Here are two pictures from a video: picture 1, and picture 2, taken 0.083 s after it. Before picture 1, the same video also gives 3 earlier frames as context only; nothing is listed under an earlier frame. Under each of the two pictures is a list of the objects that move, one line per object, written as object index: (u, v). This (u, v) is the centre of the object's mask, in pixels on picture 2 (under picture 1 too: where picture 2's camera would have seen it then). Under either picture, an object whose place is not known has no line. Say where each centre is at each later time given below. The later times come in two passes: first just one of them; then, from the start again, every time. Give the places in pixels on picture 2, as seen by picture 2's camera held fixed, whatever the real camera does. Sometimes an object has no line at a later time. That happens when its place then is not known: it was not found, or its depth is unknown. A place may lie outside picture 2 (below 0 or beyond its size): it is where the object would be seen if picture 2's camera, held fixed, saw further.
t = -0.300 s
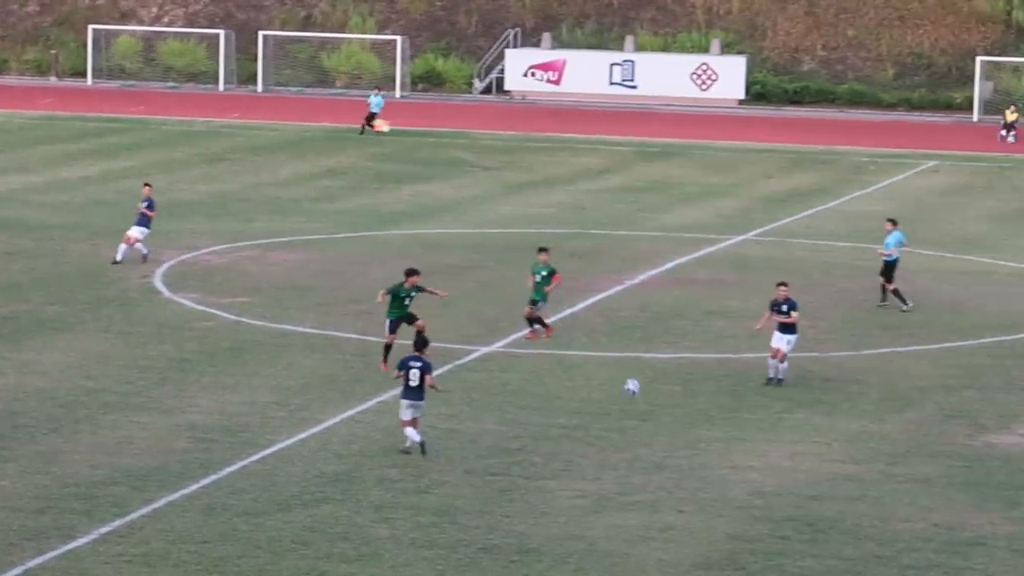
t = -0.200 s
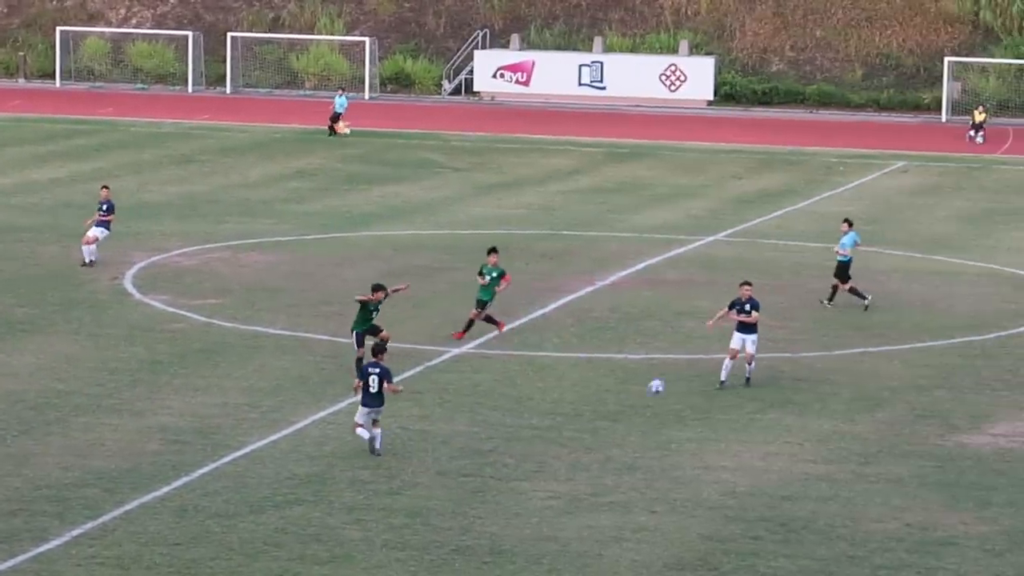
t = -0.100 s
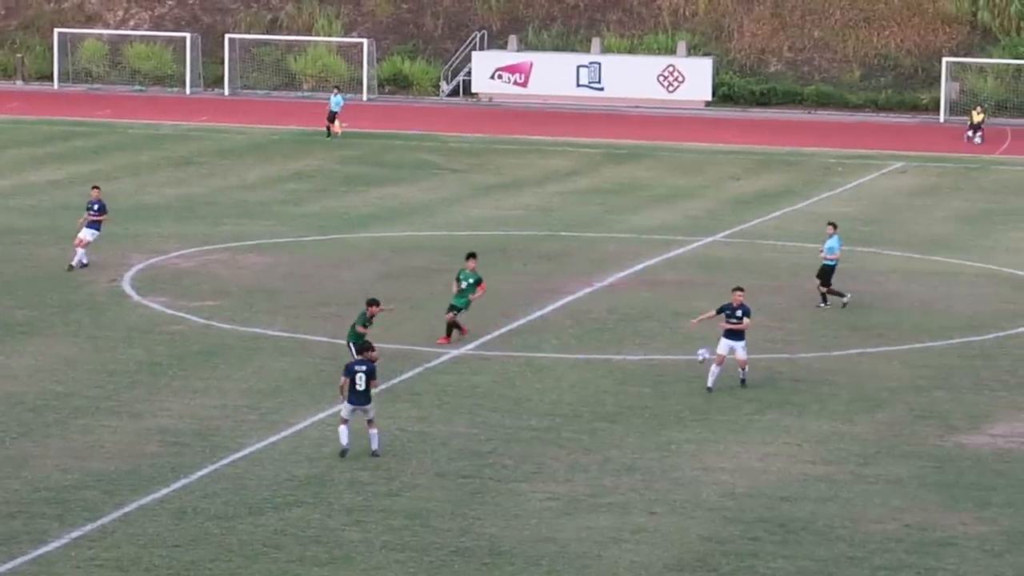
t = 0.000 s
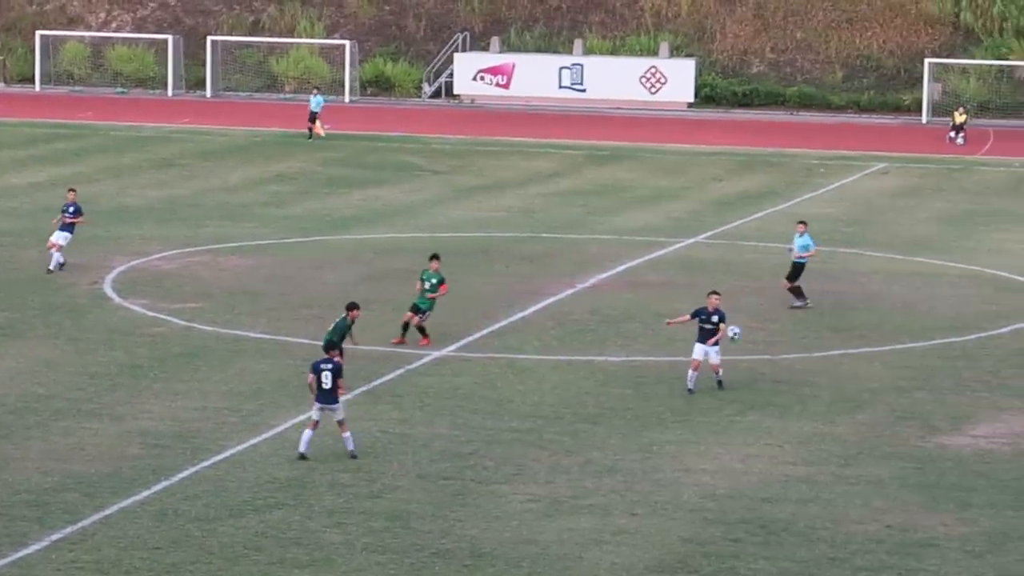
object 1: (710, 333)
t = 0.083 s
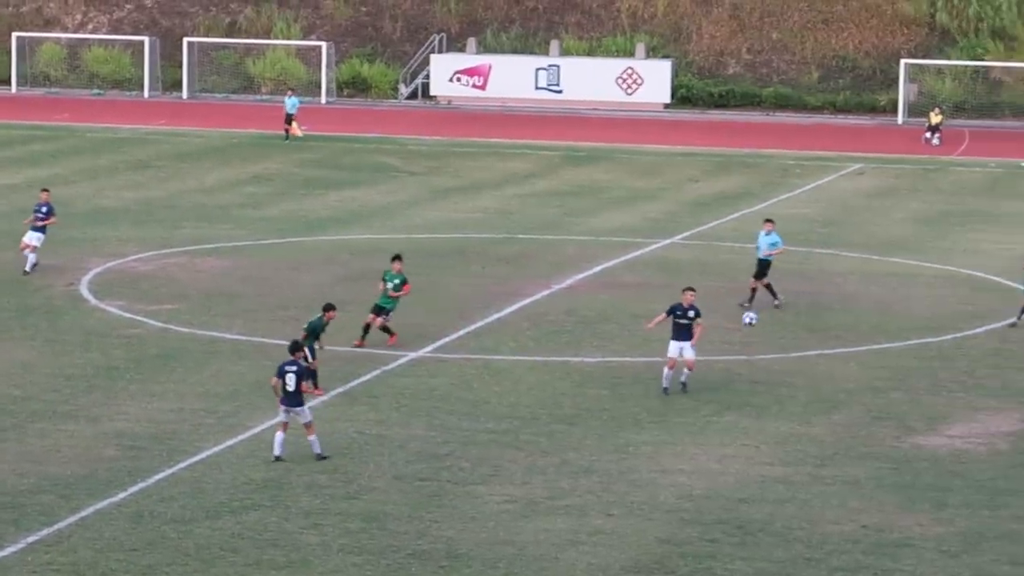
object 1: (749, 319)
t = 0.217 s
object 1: (812, 305)
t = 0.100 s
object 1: (757, 316)
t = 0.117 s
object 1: (765, 314)
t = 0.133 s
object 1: (774, 312)
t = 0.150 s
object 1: (781, 310)
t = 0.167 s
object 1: (789, 308)
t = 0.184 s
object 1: (796, 307)
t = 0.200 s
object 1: (805, 306)
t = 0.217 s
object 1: (812, 305)
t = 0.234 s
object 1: (820, 304)
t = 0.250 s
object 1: (827, 304)
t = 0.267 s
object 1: (835, 303)
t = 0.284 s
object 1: (843, 302)
